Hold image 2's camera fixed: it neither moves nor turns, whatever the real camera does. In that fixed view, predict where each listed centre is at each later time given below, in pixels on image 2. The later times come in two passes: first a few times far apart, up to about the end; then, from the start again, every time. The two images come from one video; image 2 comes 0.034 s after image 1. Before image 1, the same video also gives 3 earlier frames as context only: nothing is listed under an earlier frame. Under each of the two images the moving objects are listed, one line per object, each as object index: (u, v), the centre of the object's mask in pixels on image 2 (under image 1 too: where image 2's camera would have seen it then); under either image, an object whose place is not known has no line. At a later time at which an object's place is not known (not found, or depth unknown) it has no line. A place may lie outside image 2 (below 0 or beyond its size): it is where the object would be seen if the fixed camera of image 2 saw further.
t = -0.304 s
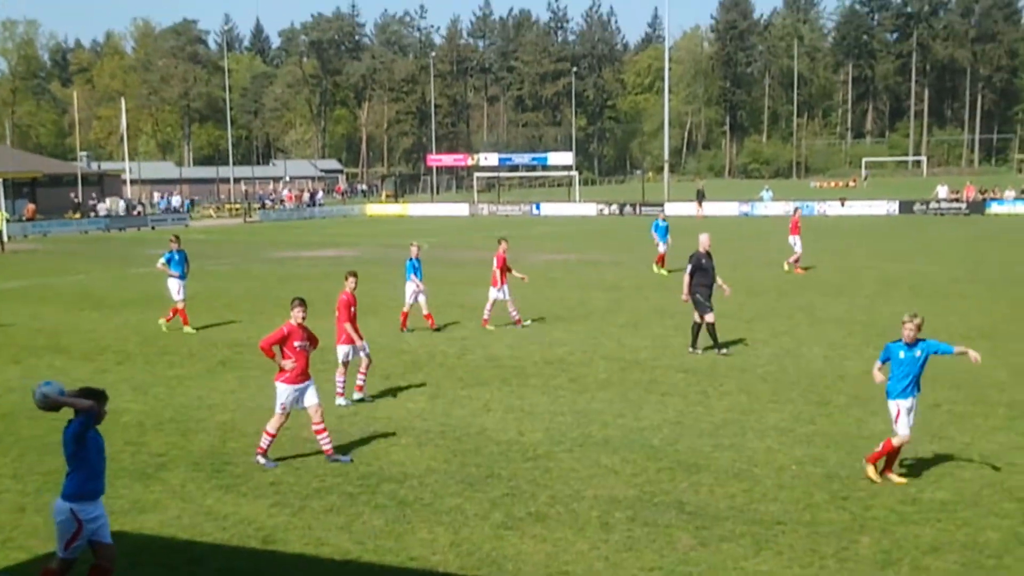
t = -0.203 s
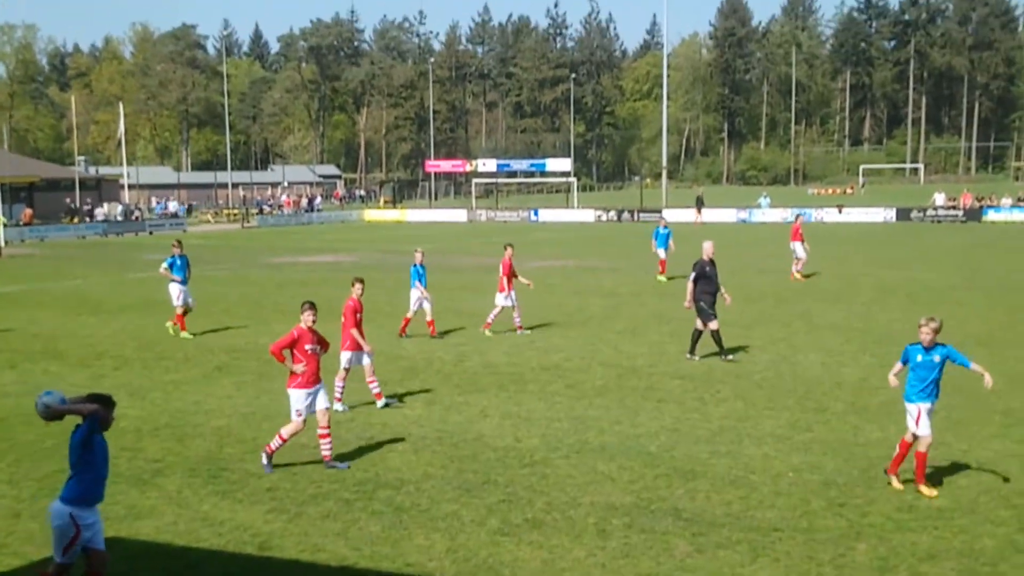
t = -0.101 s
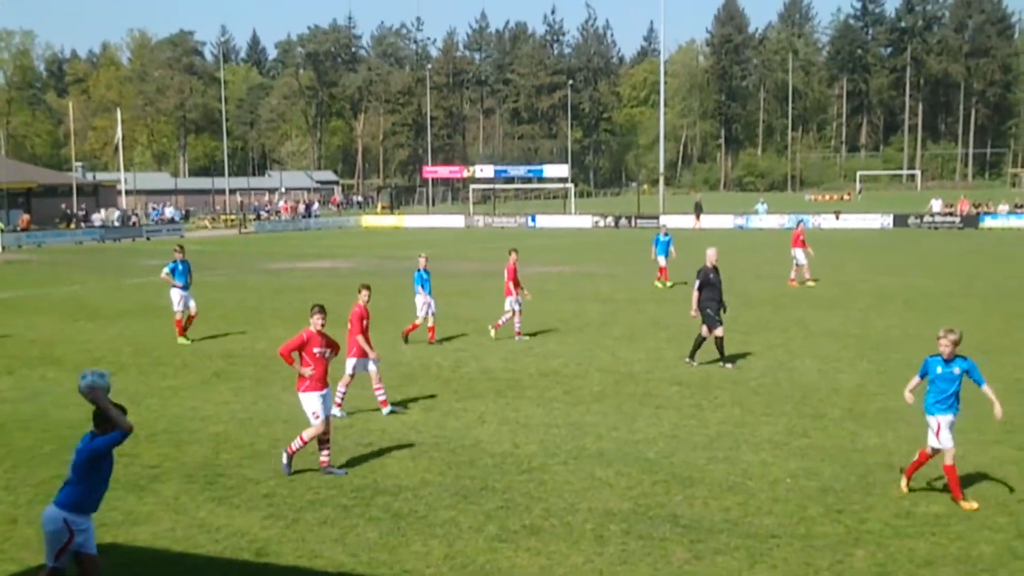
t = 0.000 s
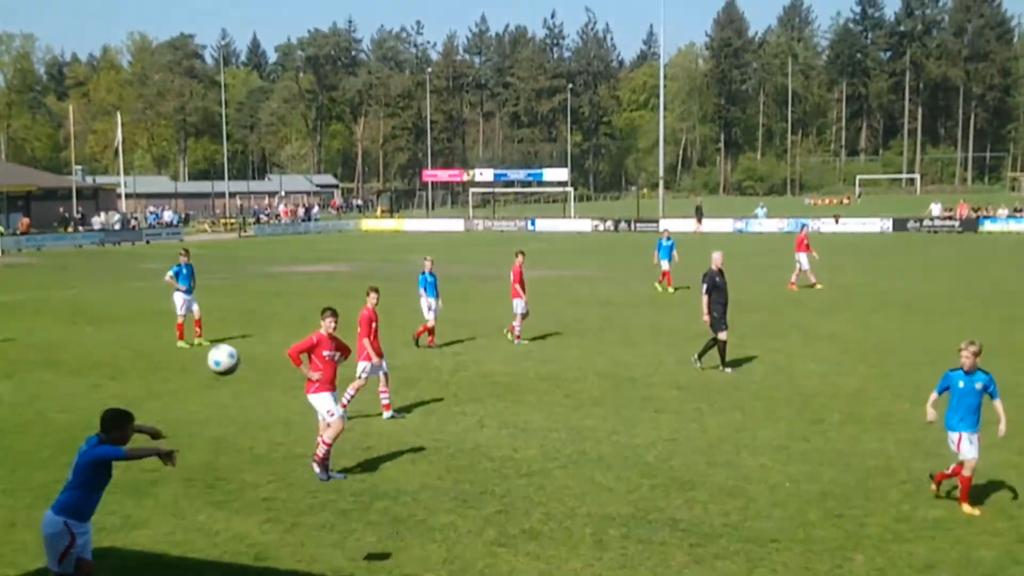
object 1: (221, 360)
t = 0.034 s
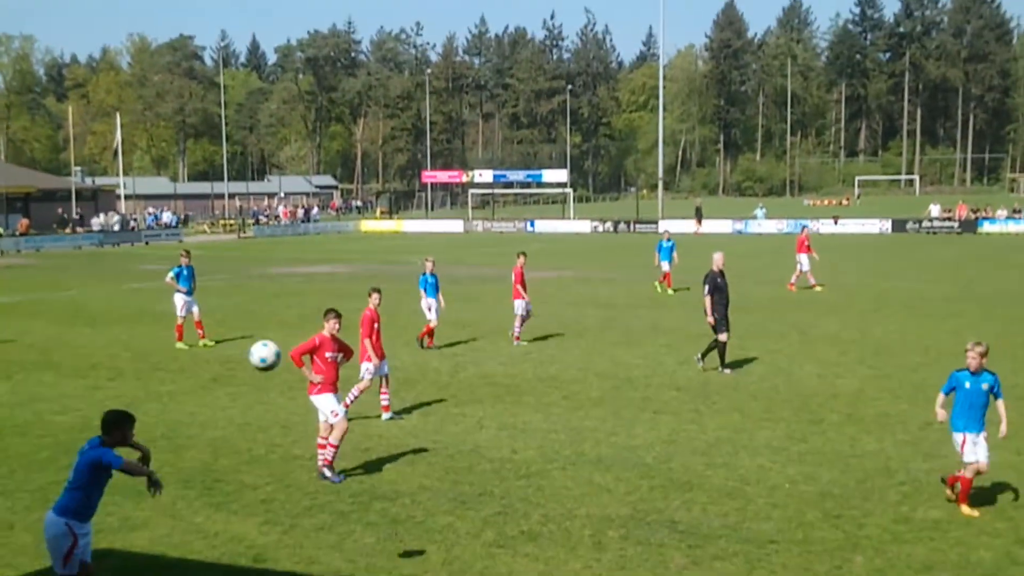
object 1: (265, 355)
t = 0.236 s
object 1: (498, 358)
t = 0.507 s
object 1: (766, 441)
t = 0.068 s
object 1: (305, 351)
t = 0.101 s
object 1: (347, 349)
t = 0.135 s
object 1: (386, 349)
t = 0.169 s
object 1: (424, 350)
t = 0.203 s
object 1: (462, 353)
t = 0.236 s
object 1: (498, 358)
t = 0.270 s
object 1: (534, 363)
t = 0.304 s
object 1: (570, 371)
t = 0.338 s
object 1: (604, 379)
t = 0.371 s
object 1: (638, 389)
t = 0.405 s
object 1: (671, 400)
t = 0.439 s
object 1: (703, 412)
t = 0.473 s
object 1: (735, 426)
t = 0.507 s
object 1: (766, 441)
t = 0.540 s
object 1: (797, 456)
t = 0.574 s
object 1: (827, 474)
